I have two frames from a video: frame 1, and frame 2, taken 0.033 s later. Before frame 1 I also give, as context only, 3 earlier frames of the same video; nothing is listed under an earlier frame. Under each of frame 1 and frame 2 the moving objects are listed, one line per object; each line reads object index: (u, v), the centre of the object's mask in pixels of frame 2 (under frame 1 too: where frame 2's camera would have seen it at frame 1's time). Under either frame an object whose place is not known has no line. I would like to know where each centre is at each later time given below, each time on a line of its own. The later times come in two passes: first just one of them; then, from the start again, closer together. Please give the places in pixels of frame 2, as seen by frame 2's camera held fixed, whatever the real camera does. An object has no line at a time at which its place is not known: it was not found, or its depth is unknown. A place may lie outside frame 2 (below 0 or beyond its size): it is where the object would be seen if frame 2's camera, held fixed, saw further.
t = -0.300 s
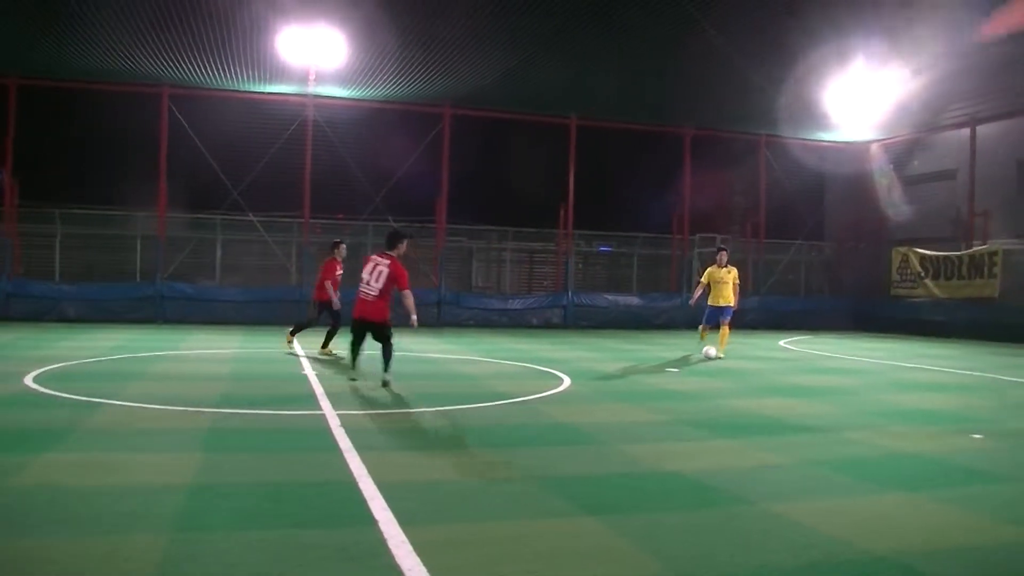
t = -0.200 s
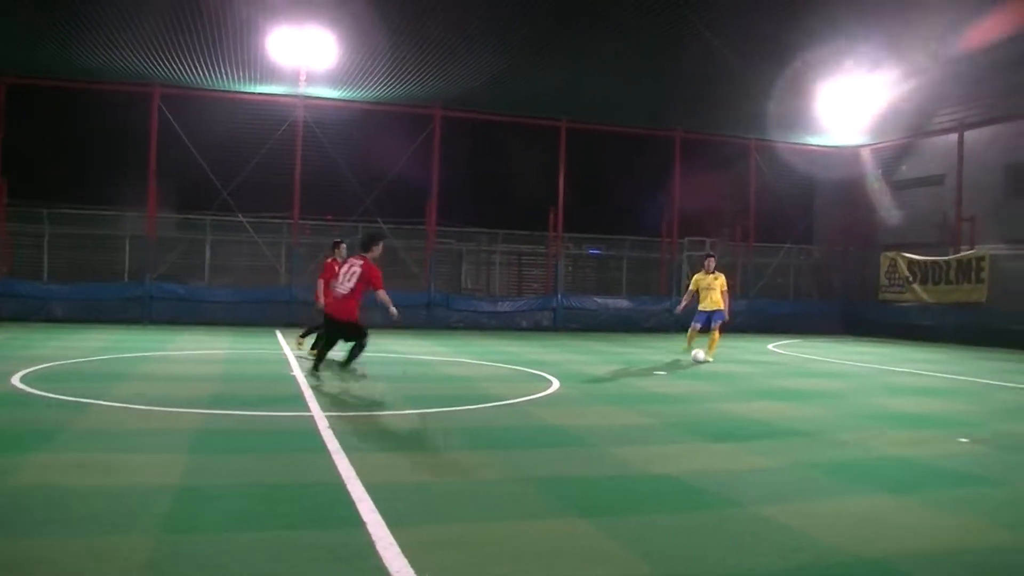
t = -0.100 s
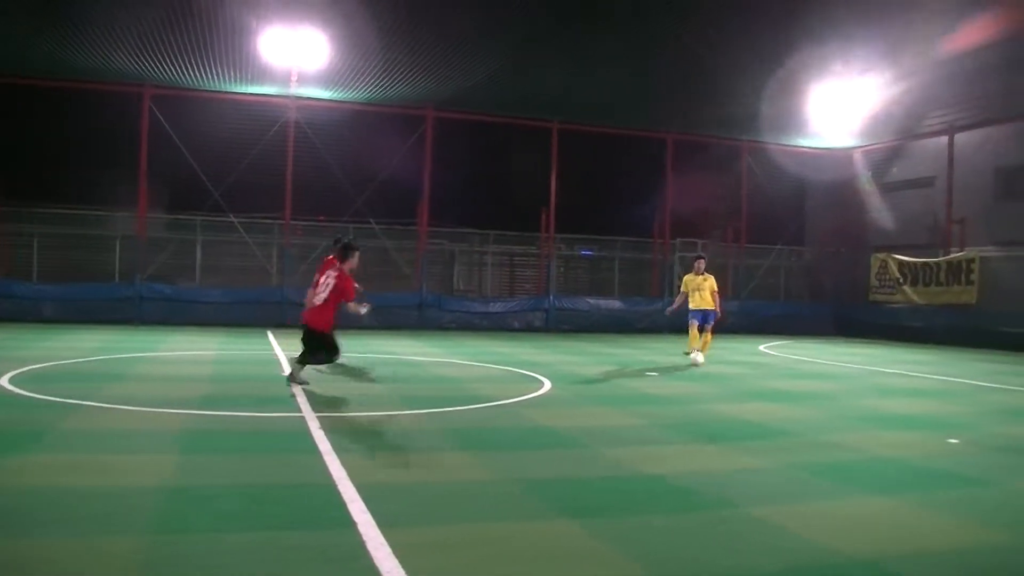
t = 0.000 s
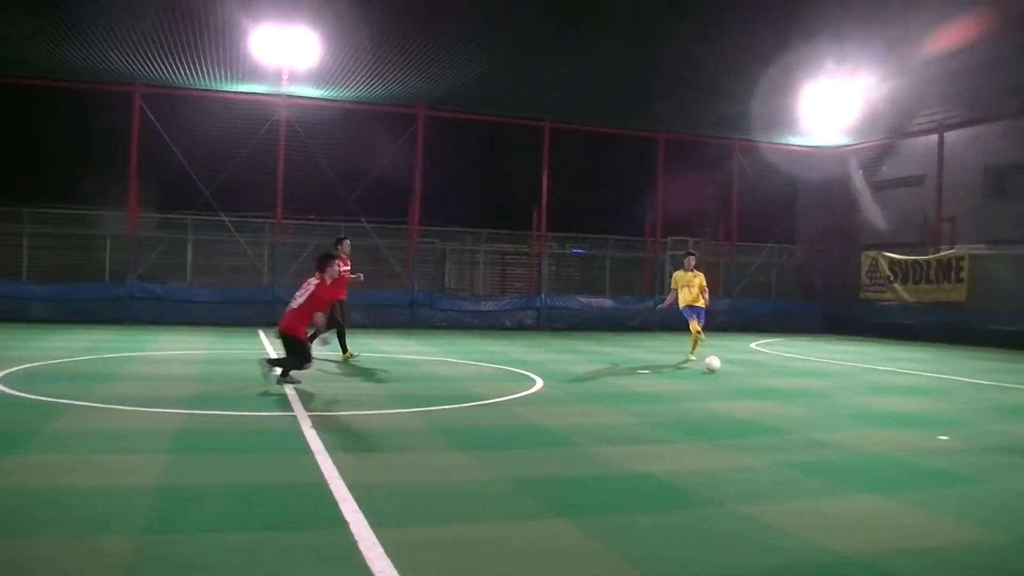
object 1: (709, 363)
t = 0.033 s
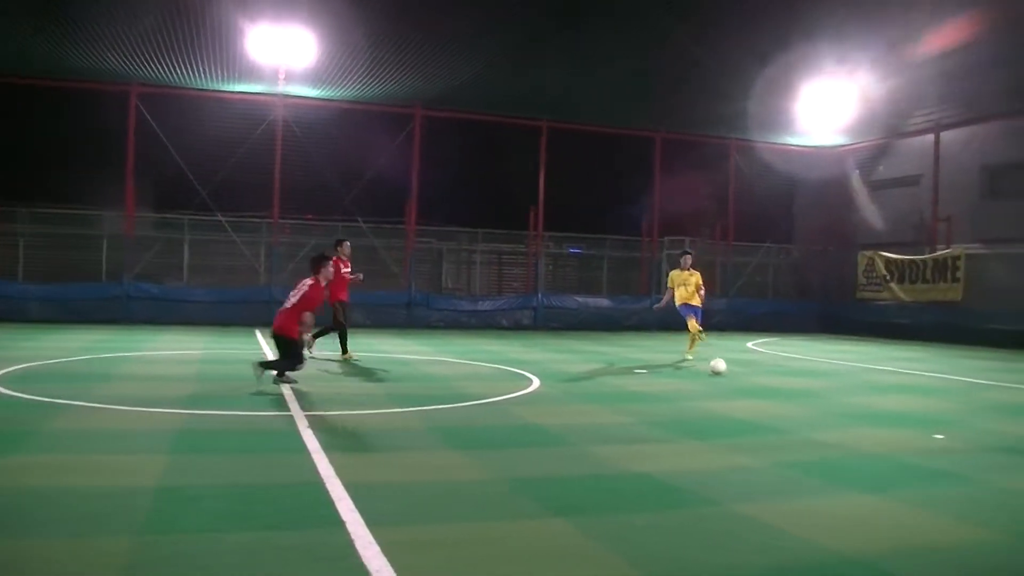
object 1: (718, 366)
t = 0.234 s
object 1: (776, 383)
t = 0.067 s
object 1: (726, 368)
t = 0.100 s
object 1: (735, 371)
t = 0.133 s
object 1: (745, 374)
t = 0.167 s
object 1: (755, 377)
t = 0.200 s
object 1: (766, 380)
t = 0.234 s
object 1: (776, 383)
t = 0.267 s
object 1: (787, 385)
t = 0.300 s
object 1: (798, 389)
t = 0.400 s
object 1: (837, 399)
